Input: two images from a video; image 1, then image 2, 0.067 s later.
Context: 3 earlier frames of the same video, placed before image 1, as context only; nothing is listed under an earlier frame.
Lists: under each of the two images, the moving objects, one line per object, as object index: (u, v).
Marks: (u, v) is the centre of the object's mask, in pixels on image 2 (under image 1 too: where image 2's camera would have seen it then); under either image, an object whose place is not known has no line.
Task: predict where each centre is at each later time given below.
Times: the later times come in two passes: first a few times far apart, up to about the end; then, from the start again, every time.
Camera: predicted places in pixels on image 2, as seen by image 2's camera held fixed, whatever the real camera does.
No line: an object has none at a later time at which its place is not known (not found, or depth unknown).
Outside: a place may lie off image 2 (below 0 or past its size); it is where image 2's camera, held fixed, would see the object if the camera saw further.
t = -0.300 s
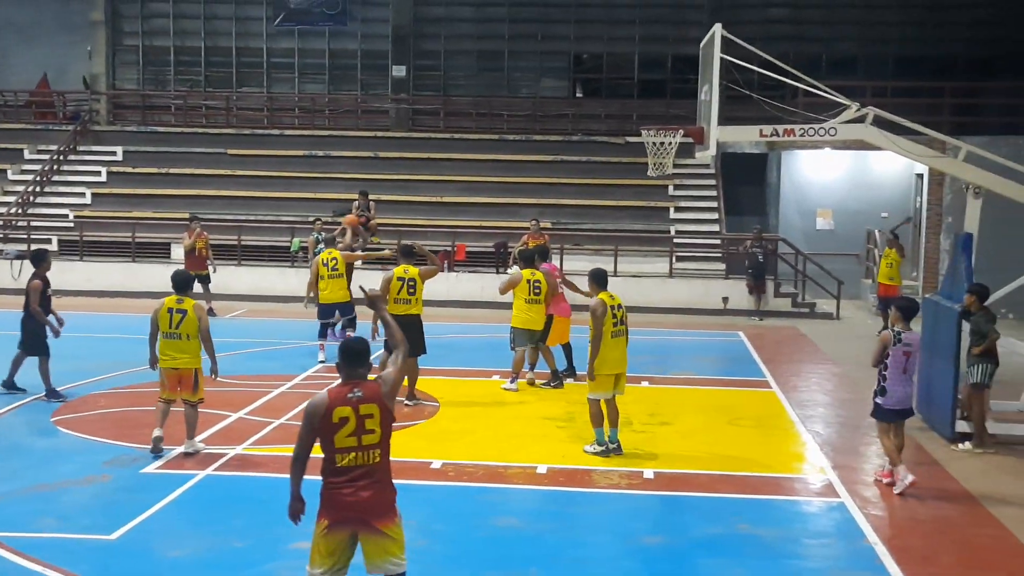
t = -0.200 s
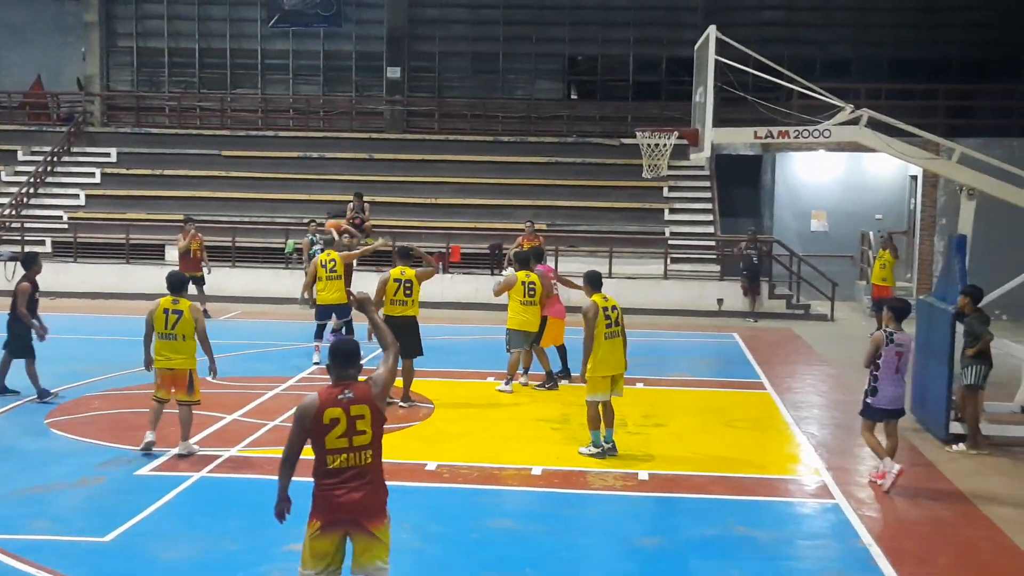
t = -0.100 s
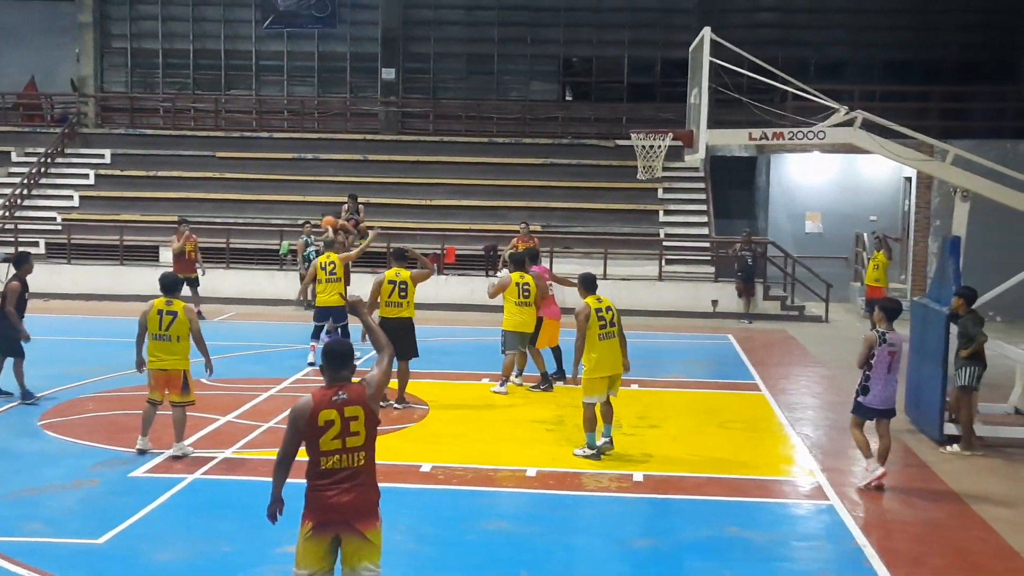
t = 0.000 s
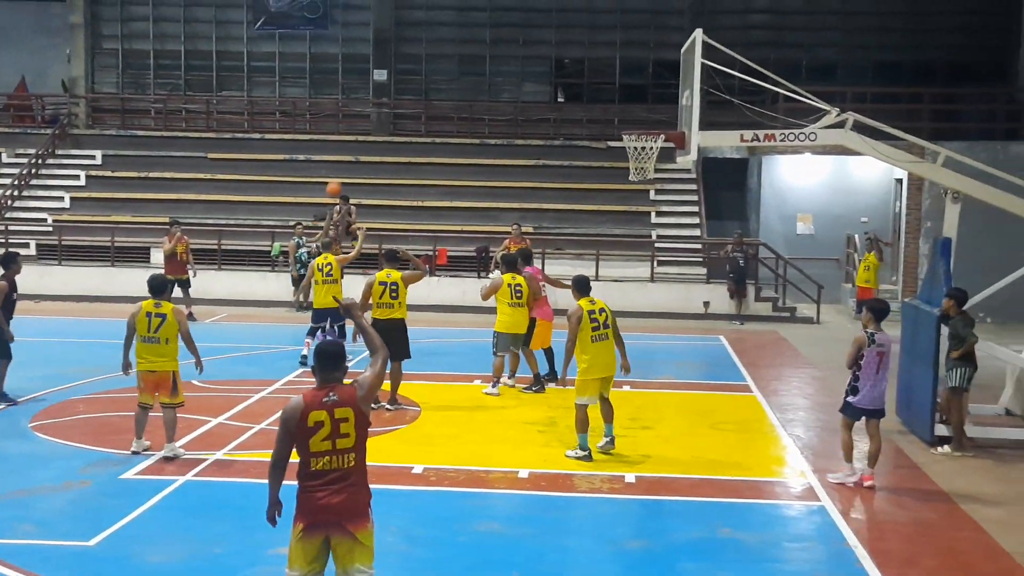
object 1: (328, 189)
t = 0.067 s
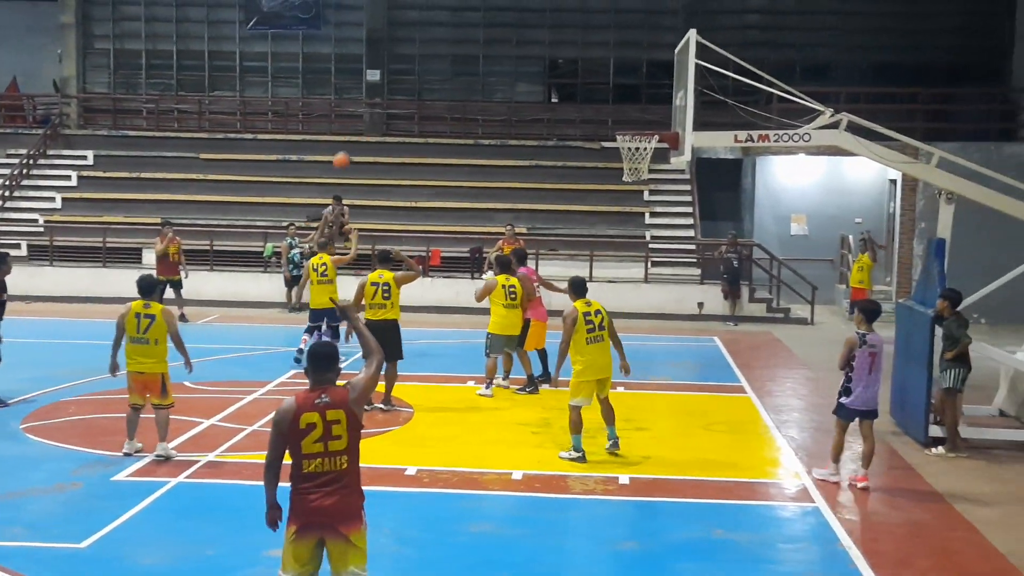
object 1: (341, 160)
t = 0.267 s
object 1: (385, 88)
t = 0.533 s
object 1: (451, 29)
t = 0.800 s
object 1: (525, 23)
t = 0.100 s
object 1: (349, 146)
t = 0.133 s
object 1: (357, 134)
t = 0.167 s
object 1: (363, 121)
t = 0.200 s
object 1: (371, 110)
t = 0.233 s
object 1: (378, 98)
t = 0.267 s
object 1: (385, 88)
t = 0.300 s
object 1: (393, 78)
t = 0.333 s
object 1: (402, 69)
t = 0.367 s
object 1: (409, 61)
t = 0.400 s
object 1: (417, 53)
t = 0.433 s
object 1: (425, 45)
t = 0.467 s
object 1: (434, 38)
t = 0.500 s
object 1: (442, 33)
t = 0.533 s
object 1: (451, 29)
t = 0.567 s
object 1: (461, 25)
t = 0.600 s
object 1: (469, 23)
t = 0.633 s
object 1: (478, 21)
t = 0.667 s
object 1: (487, 19)
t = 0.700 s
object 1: (497, 19)
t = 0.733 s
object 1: (506, 19)
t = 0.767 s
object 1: (516, 20)
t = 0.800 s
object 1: (525, 23)
